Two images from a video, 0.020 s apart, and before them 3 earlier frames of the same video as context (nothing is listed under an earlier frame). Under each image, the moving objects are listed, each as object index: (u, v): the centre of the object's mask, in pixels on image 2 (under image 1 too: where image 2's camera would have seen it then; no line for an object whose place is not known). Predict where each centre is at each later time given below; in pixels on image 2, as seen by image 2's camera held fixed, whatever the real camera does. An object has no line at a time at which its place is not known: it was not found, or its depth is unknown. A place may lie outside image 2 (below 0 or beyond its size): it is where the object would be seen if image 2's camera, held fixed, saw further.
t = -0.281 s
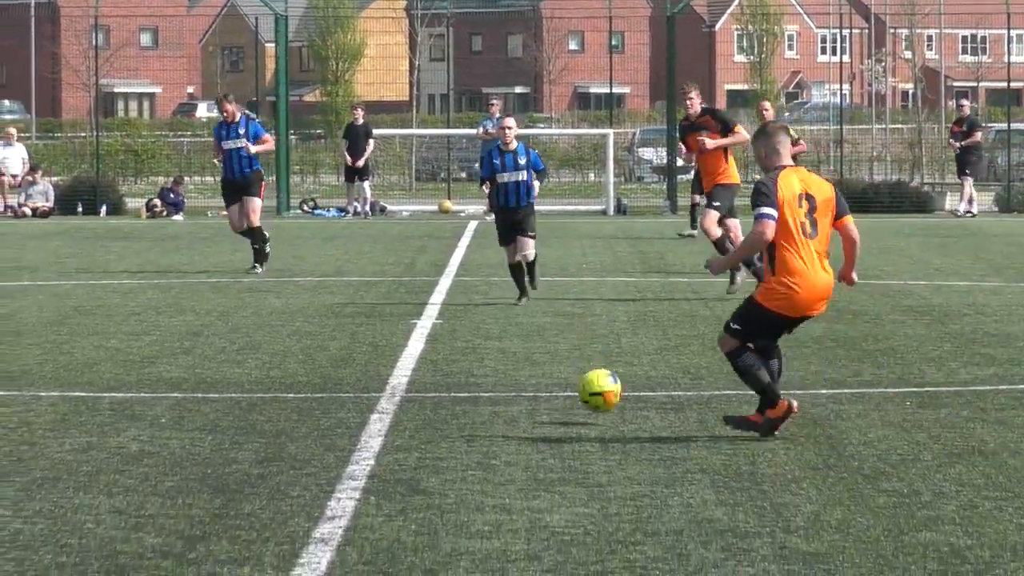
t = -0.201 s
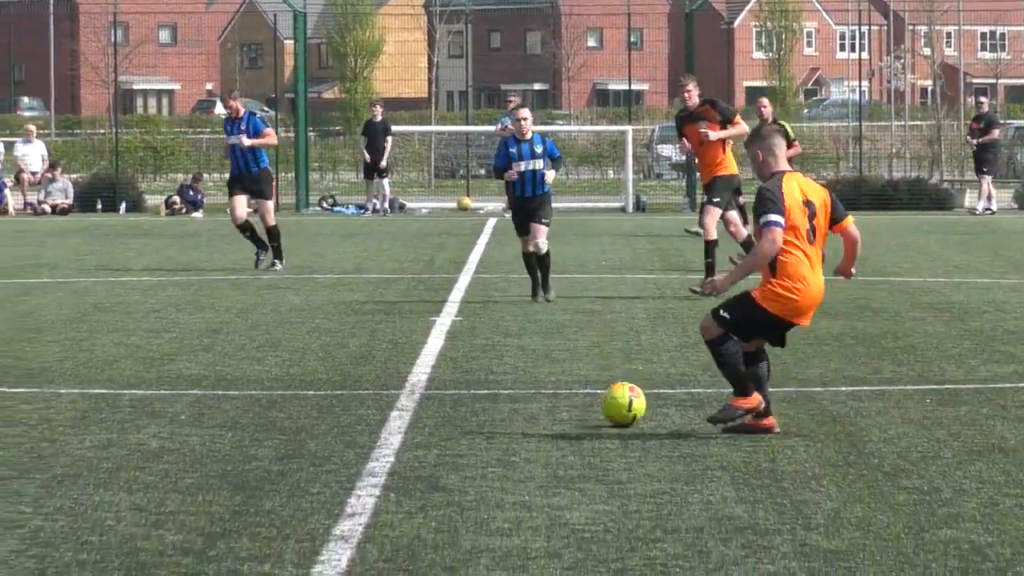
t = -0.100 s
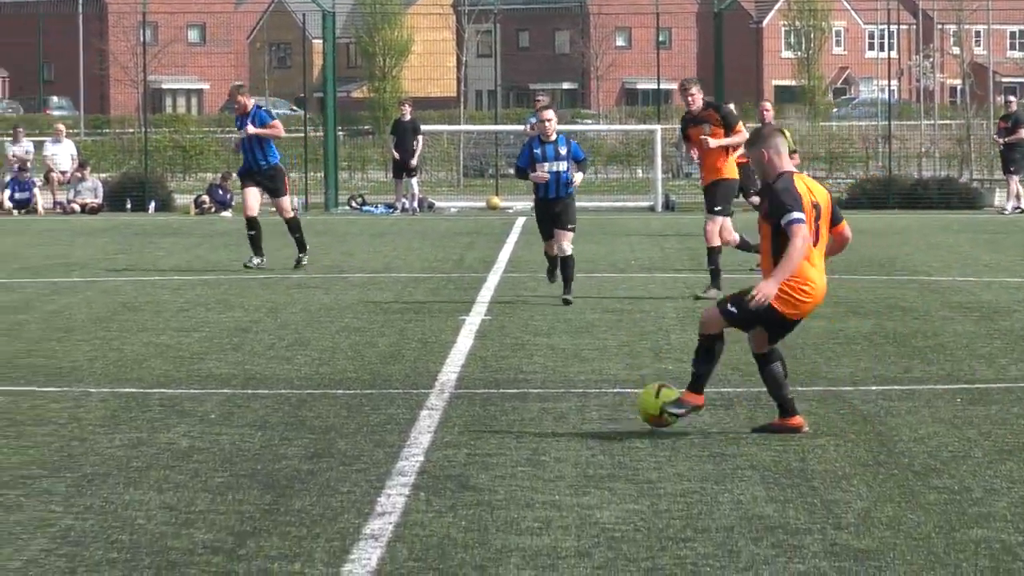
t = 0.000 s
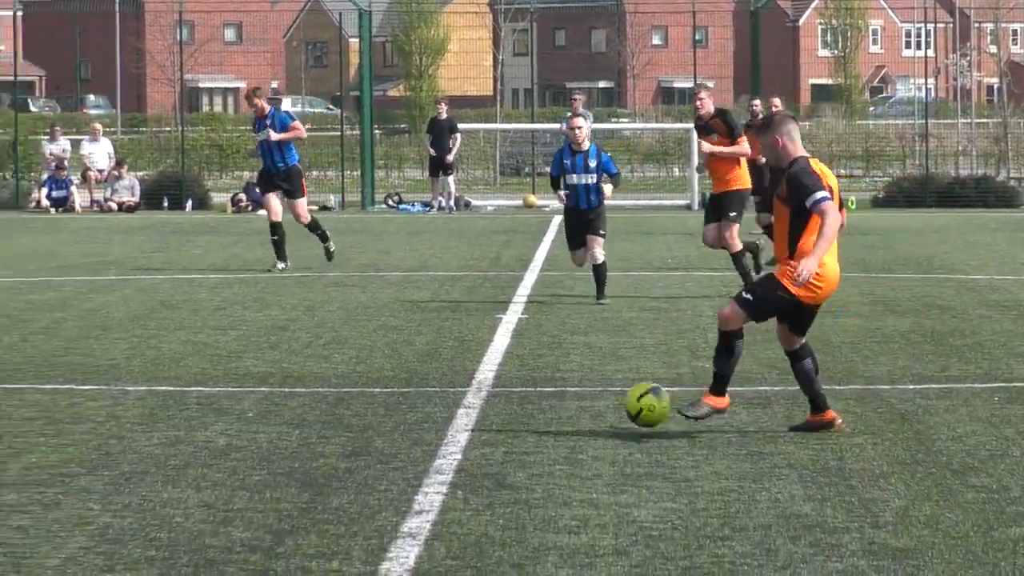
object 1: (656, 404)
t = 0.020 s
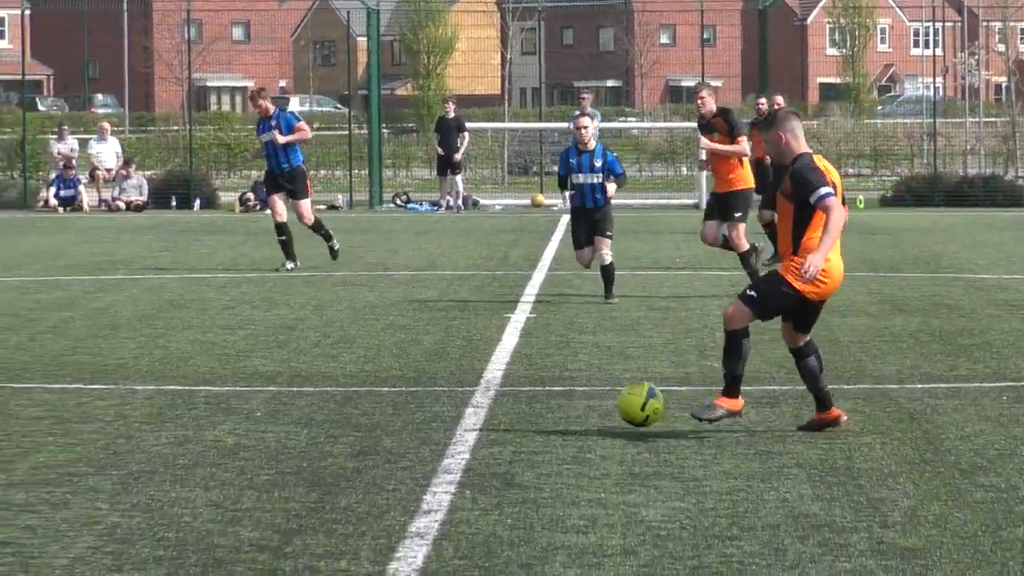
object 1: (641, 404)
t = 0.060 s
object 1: (609, 407)
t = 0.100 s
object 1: (579, 413)
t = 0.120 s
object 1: (567, 412)
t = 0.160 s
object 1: (542, 407)
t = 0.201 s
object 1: (518, 407)
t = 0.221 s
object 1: (507, 408)
